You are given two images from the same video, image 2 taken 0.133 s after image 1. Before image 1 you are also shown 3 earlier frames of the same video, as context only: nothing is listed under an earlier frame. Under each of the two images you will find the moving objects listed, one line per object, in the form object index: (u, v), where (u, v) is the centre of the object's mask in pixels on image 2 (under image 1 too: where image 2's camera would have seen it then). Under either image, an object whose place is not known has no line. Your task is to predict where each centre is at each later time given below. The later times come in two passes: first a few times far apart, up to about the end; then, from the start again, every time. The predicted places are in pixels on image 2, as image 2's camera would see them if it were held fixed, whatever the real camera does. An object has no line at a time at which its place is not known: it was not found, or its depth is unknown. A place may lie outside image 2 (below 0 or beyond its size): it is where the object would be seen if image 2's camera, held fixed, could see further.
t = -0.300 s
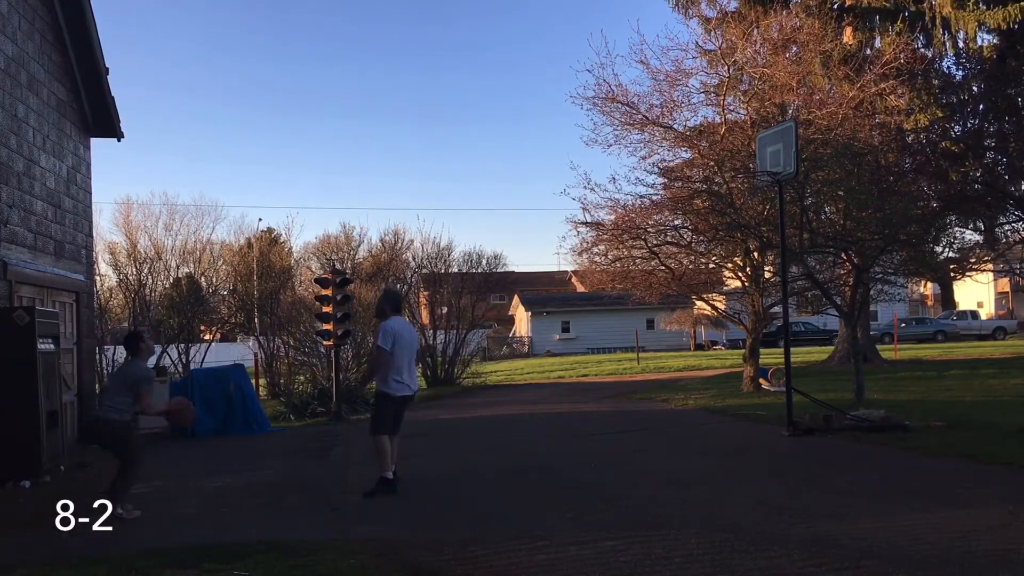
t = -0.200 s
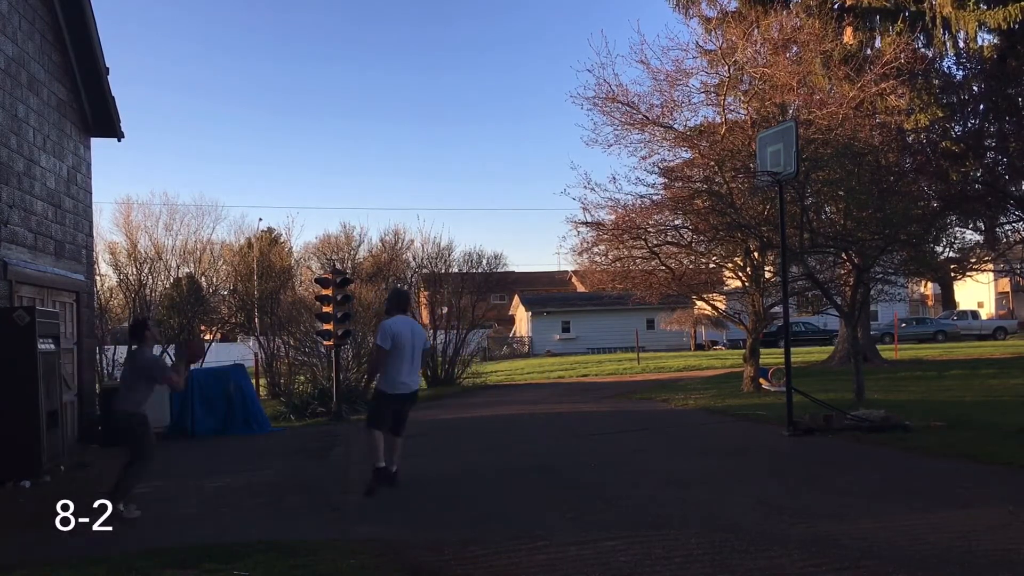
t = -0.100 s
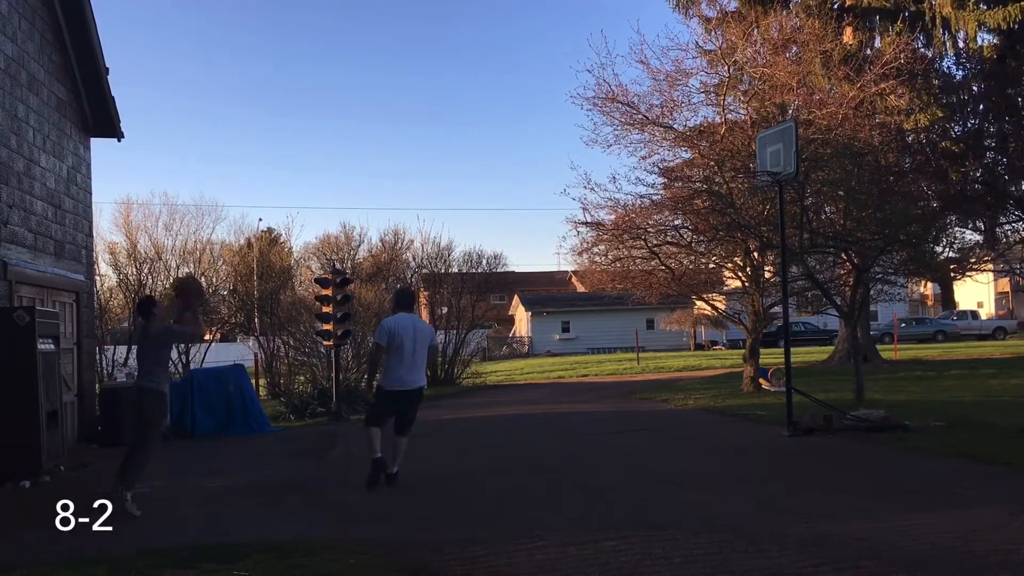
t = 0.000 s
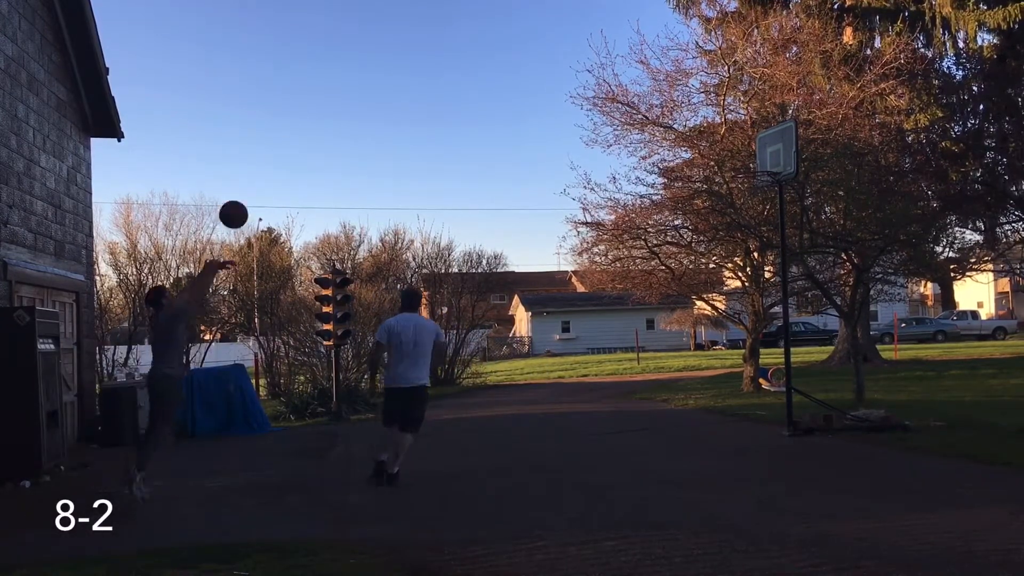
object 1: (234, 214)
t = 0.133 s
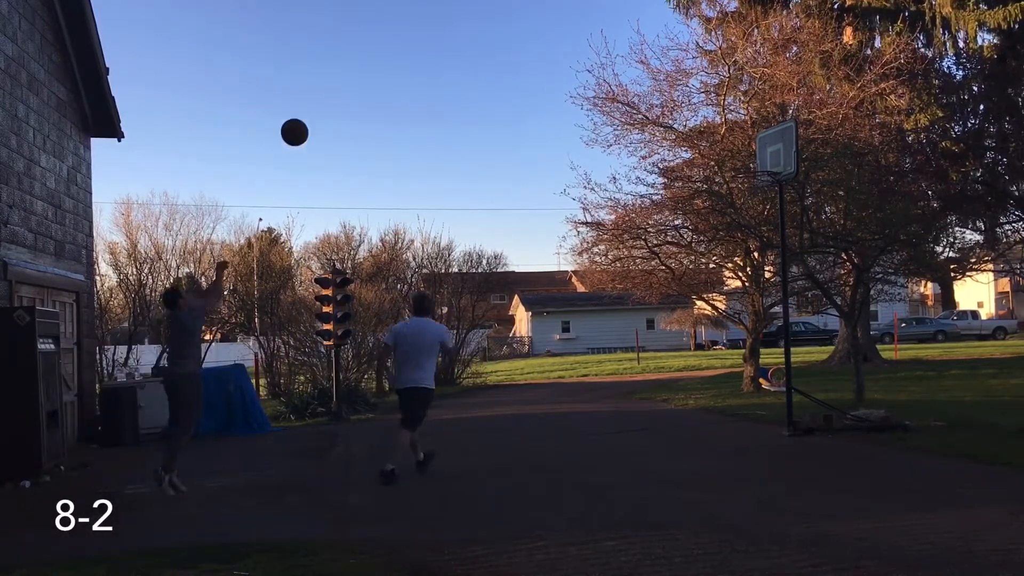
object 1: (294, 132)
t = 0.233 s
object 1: (337, 87)
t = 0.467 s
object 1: (427, 27)
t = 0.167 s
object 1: (309, 116)
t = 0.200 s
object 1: (323, 100)
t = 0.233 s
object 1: (337, 87)
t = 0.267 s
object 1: (350, 74)
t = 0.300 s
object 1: (363, 63)
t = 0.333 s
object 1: (376, 54)
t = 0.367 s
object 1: (389, 45)
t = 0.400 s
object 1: (402, 38)
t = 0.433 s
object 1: (414, 32)
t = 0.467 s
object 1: (427, 27)
